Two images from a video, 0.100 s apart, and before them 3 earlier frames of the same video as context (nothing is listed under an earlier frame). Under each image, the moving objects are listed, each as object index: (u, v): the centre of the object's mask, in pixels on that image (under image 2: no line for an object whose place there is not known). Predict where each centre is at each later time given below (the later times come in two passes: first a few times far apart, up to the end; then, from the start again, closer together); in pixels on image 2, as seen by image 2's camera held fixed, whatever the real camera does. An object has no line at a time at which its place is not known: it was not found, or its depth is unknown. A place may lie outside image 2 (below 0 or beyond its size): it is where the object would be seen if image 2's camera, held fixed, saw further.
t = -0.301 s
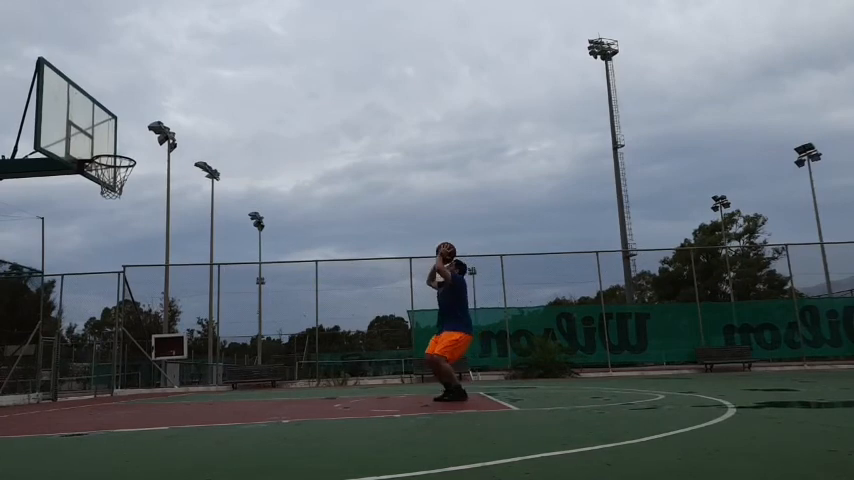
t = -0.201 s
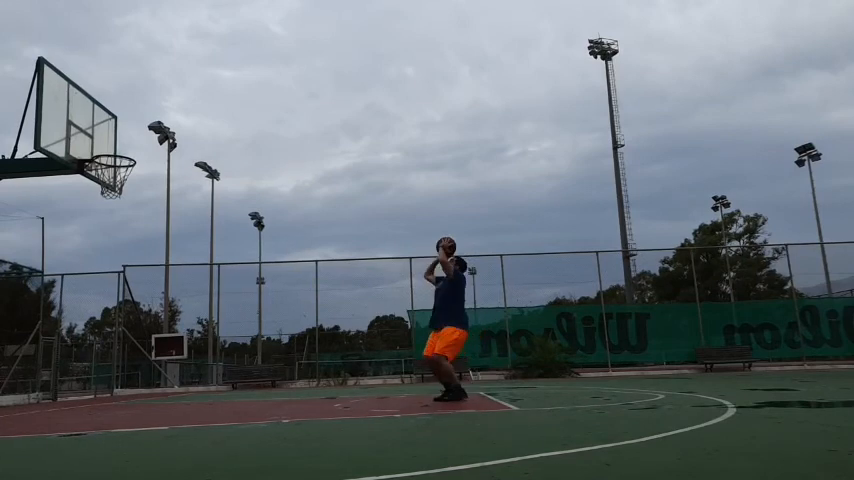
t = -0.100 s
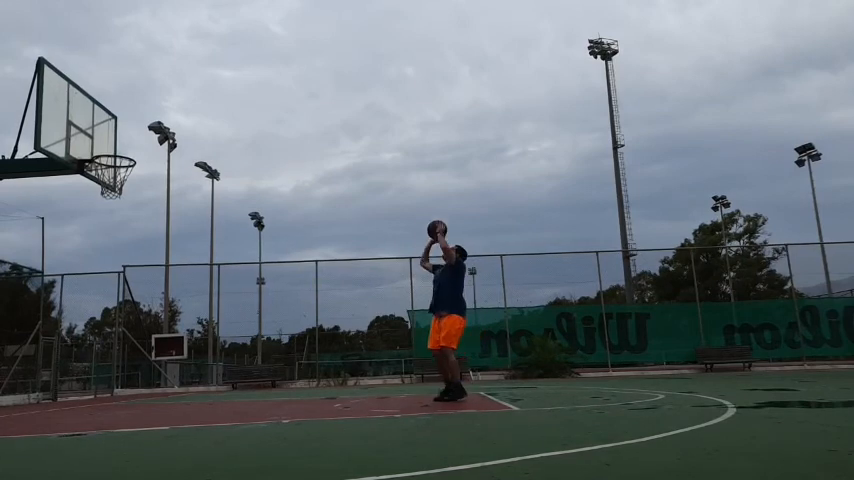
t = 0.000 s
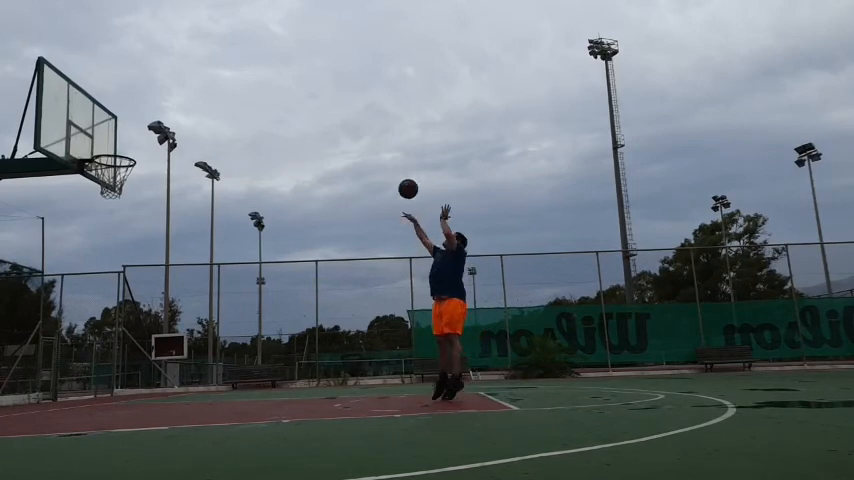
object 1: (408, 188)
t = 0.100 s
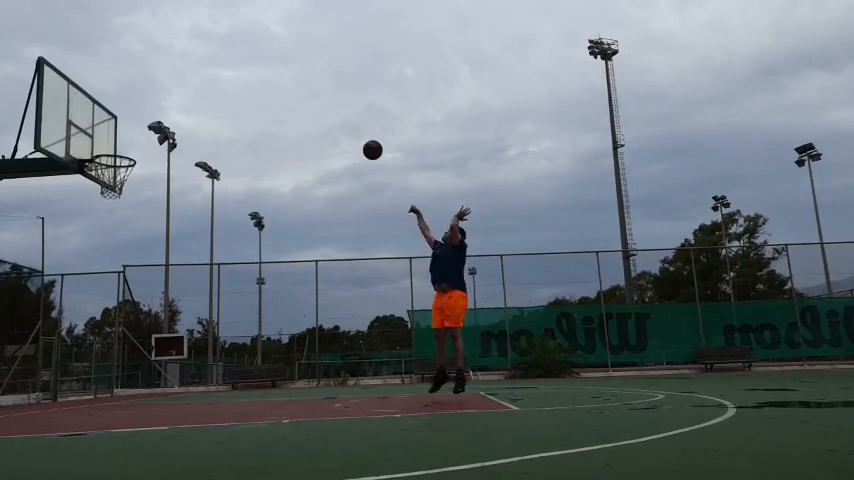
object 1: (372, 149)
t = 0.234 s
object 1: (326, 110)
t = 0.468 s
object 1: (247, 73)
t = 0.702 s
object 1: (169, 76)
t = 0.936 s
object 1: (93, 118)
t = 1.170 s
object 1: (108, 149)
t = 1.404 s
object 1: (96, 143)
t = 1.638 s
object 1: (116, 146)
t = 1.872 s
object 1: (139, 152)
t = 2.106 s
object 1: (159, 194)
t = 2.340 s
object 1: (178, 282)
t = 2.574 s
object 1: (198, 387)
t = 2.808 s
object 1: (221, 288)
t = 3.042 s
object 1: (242, 239)
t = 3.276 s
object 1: (263, 233)
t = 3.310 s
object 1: (266, 236)
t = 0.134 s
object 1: (360, 138)
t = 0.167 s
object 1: (349, 128)
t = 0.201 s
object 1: (337, 118)
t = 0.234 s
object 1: (326, 110)
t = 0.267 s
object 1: (314, 102)
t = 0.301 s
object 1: (303, 95)
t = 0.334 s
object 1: (292, 89)
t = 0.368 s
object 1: (280, 84)
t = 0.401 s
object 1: (269, 79)
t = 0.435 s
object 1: (258, 75)
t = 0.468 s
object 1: (247, 73)
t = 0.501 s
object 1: (235, 71)
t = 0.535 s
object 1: (225, 70)
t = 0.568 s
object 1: (214, 69)
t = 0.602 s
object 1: (202, 70)
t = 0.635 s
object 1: (191, 71)
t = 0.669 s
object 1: (180, 73)
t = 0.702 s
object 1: (169, 76)
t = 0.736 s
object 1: (158, 79)
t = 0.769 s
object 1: (147, 84)
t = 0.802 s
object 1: (135, 89)
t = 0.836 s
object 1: (124, 95)
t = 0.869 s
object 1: (113, 102)
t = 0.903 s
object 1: (101, 110)
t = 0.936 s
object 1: (93, 118)
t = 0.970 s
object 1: (100, 126)
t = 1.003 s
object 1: (108, 134)
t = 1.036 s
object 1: (116, 143)
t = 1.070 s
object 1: (124, 153)
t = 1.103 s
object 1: (122, 154)
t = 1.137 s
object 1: (115, 151)
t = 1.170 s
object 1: (108, 149)
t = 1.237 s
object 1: (93, 147)
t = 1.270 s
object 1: (86, 148)
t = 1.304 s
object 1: (90, 148)
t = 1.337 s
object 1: (92, 146)
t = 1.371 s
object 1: (94, 144)
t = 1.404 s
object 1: (96, 143)
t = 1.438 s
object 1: (98, 143)
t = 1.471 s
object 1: (100, 144)
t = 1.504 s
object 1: (102, 146)
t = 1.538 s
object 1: (105, 146)
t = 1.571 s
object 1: (109, 145)
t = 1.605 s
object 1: (112, 145)
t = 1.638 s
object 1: (116, 146)
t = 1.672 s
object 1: (119, 146)
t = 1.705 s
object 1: (123, 146)
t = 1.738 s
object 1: (125, 146)
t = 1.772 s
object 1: (129, 147)
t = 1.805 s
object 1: (132, 147)
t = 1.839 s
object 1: (135, 149)
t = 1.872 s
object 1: (139, 152)
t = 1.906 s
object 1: (141, 155)
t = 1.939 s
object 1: (145, 159)
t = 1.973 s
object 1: (147, 165)
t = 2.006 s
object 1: (150, 171)
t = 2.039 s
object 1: (153, 178)
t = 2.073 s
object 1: (156, 186)
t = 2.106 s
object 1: (159, 194)
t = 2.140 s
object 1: (162, 204)
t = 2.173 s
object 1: (164, 214)
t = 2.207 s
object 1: (167, 226)
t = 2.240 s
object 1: (170, 238)
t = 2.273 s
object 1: (173, 252)
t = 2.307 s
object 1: (176, 266)
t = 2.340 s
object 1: (178, 282)
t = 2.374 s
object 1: (181, 298)
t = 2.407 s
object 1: (184, 315)
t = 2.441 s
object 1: (186, 334)
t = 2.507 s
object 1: (191, 375)
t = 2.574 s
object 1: (198, 387)
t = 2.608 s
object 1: (201, 370)
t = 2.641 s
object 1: (203, 353)
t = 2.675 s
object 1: (209, 339)
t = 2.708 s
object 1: (211, 324)
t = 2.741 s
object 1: (214, 311)
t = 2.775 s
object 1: (217, 299)
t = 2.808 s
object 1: (221, 288)
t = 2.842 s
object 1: (224, 278)
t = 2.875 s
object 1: (227, 269)
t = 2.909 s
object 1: (230, 261)
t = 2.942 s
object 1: (233, 254)
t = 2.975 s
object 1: (236, 248)
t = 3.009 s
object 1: (239, 243)
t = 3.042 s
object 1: (242, 239)
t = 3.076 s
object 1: (245, 235)
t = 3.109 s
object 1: (248, 233)
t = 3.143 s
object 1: (251, 231)
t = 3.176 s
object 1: (254, 231)
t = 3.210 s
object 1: (257, 231)
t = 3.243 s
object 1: (260, 232)
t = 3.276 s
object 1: (263, 233)
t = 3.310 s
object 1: (266, 236)
